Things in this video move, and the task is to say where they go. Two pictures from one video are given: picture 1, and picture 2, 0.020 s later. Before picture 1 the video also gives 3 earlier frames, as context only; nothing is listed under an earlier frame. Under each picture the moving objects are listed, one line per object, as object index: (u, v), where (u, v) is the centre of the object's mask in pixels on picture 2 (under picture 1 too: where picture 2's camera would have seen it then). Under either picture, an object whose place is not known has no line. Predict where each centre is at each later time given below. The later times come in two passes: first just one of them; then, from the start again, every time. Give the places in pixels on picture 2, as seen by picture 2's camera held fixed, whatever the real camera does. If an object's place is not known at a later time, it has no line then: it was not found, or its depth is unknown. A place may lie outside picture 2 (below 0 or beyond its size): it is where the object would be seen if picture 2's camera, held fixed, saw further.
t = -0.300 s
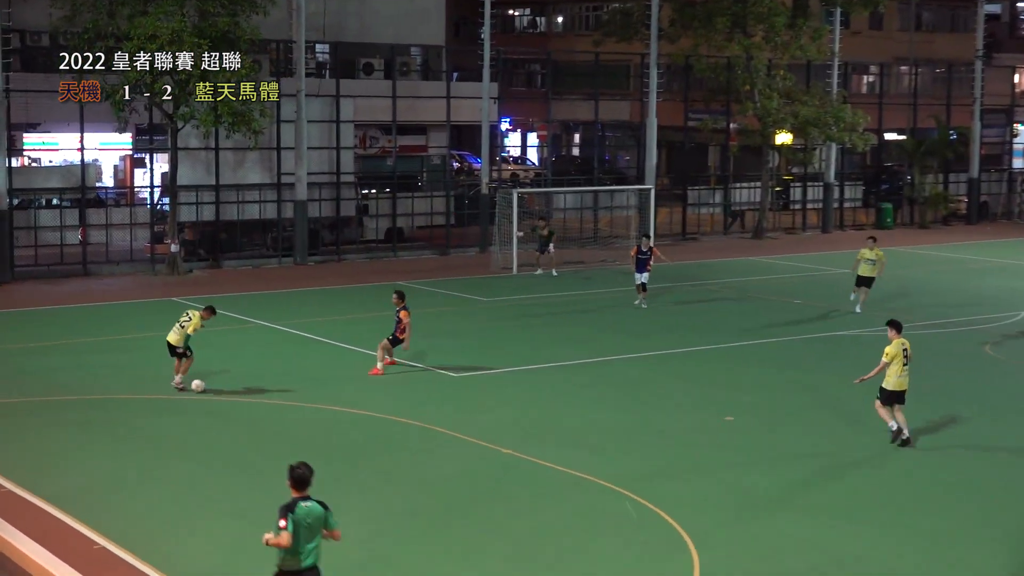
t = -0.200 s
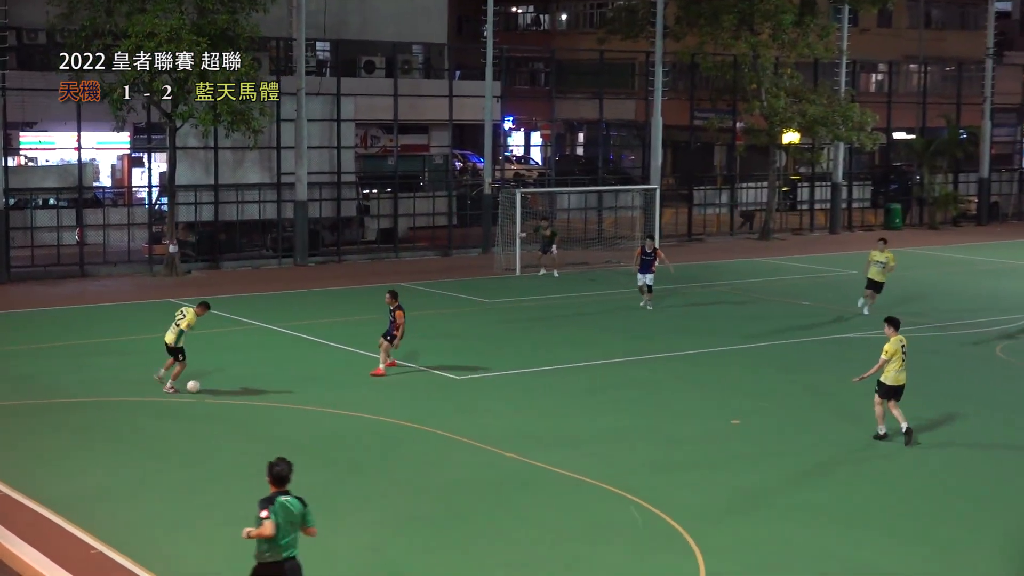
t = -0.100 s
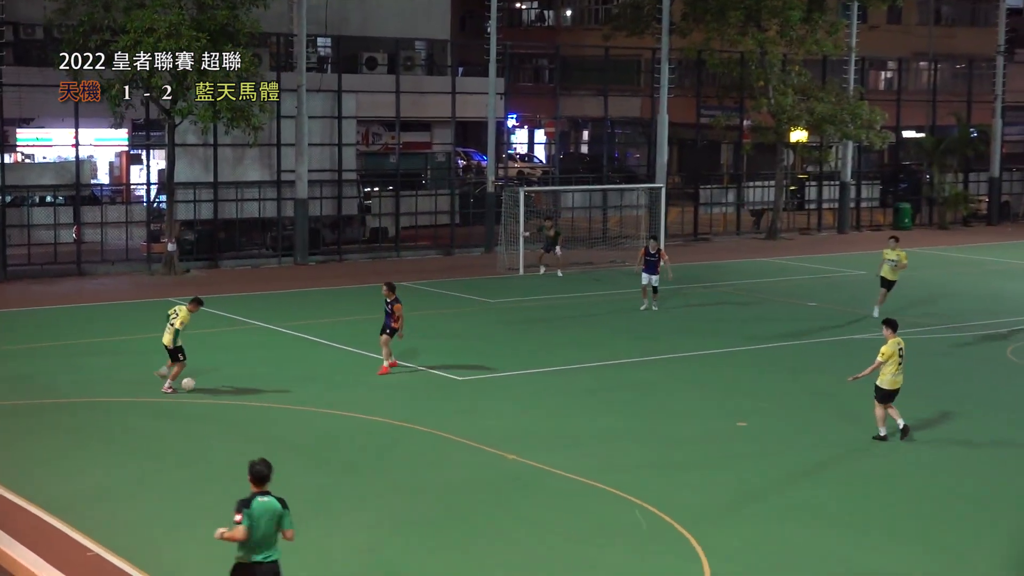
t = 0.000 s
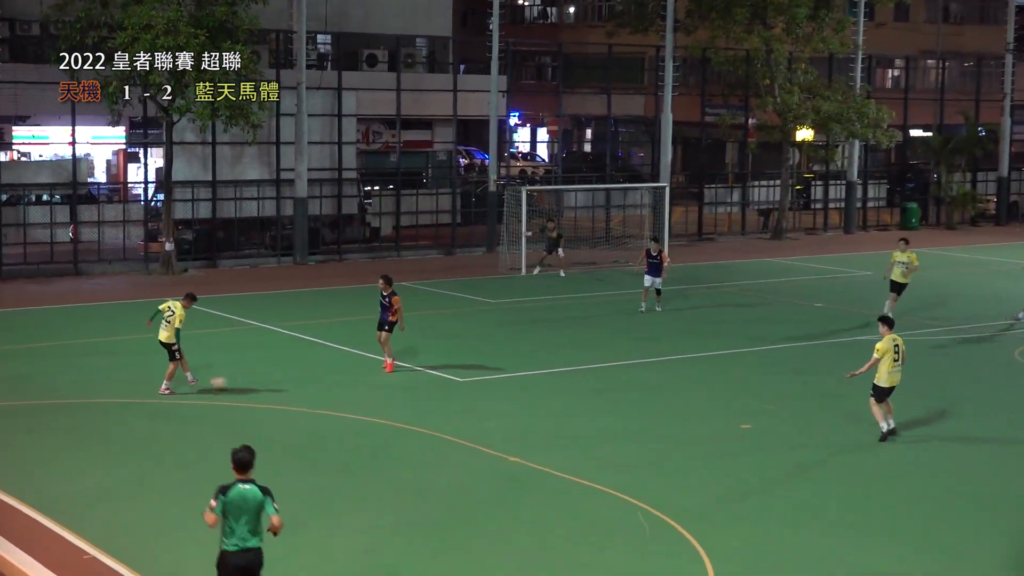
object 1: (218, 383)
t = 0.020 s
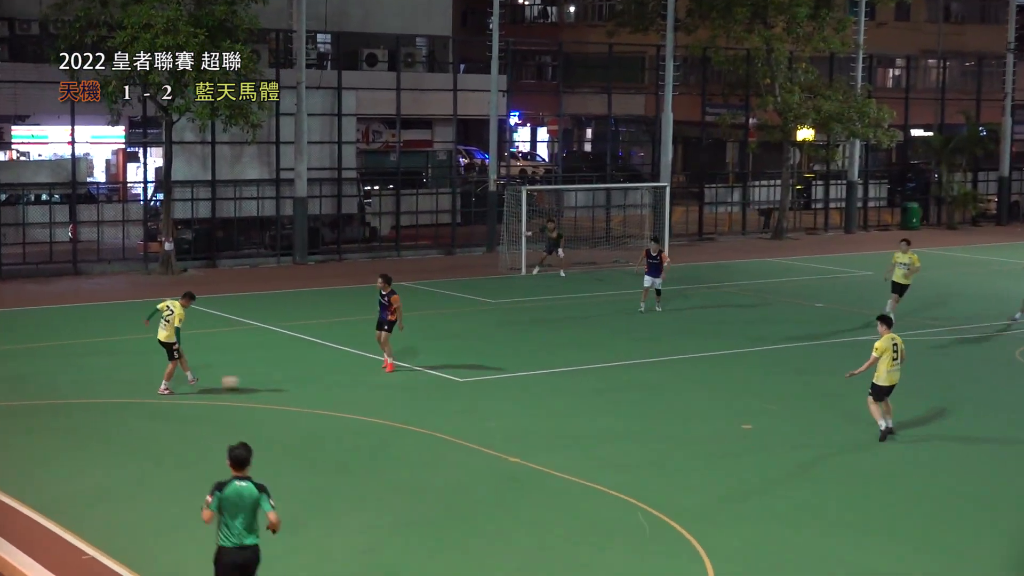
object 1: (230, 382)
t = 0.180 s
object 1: (324, 384)
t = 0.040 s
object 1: (242, 381)
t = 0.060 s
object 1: (254, 381)
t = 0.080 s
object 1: (265, 380)
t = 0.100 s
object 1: (277, 381)
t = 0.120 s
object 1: (289, 381)
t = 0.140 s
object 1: (302, 382)
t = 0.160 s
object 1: (313, 383)
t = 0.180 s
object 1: (324, 384)
